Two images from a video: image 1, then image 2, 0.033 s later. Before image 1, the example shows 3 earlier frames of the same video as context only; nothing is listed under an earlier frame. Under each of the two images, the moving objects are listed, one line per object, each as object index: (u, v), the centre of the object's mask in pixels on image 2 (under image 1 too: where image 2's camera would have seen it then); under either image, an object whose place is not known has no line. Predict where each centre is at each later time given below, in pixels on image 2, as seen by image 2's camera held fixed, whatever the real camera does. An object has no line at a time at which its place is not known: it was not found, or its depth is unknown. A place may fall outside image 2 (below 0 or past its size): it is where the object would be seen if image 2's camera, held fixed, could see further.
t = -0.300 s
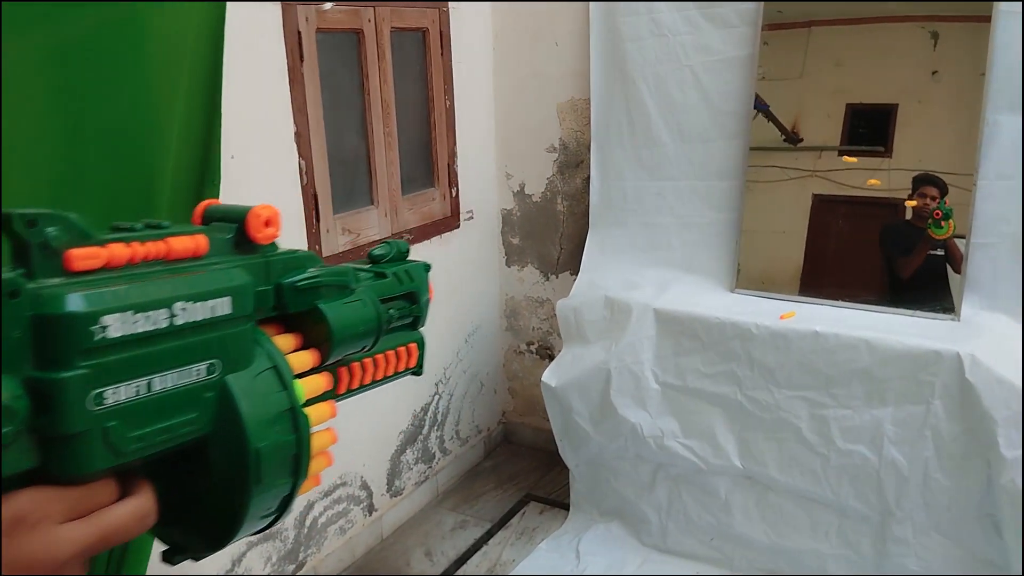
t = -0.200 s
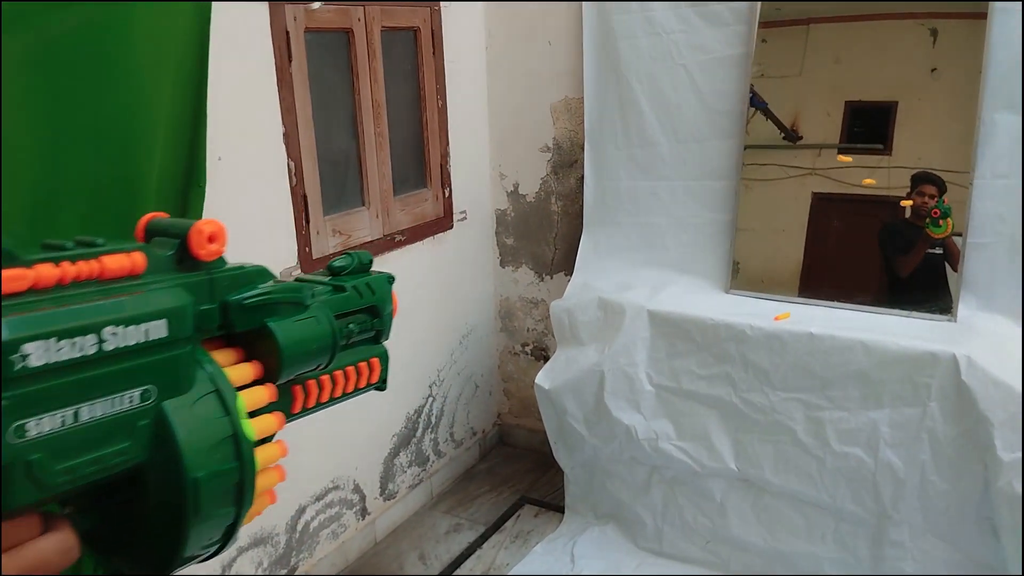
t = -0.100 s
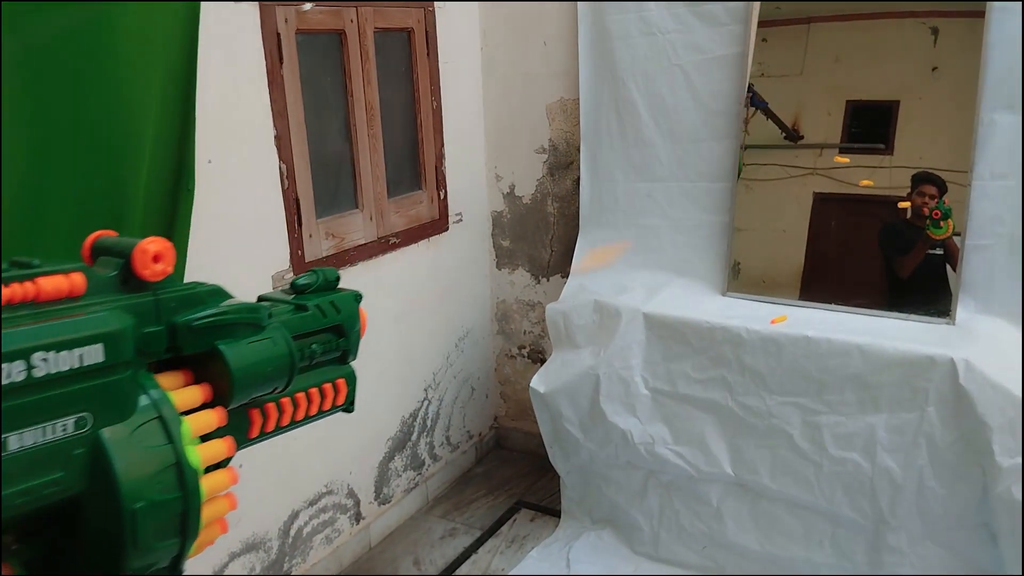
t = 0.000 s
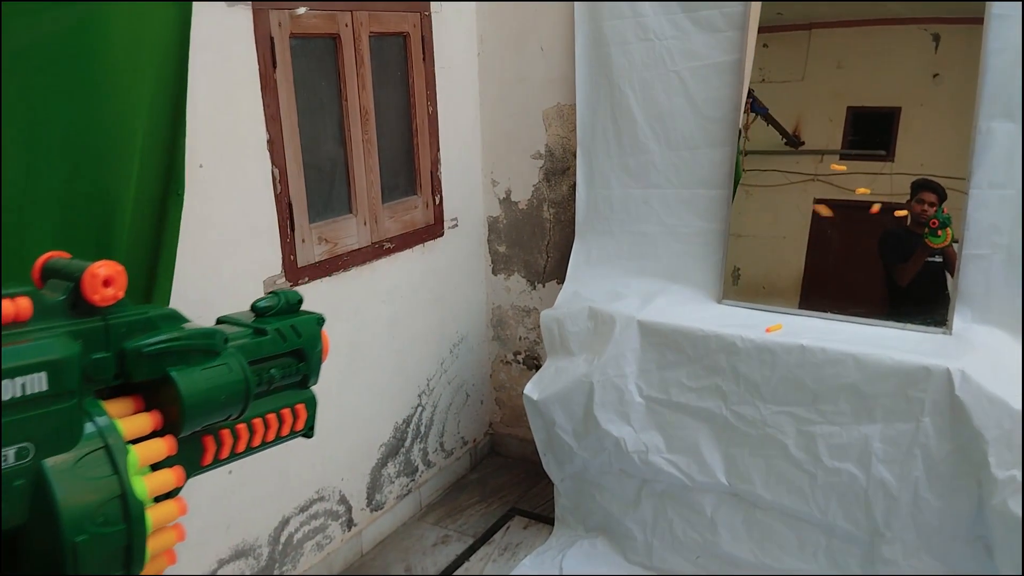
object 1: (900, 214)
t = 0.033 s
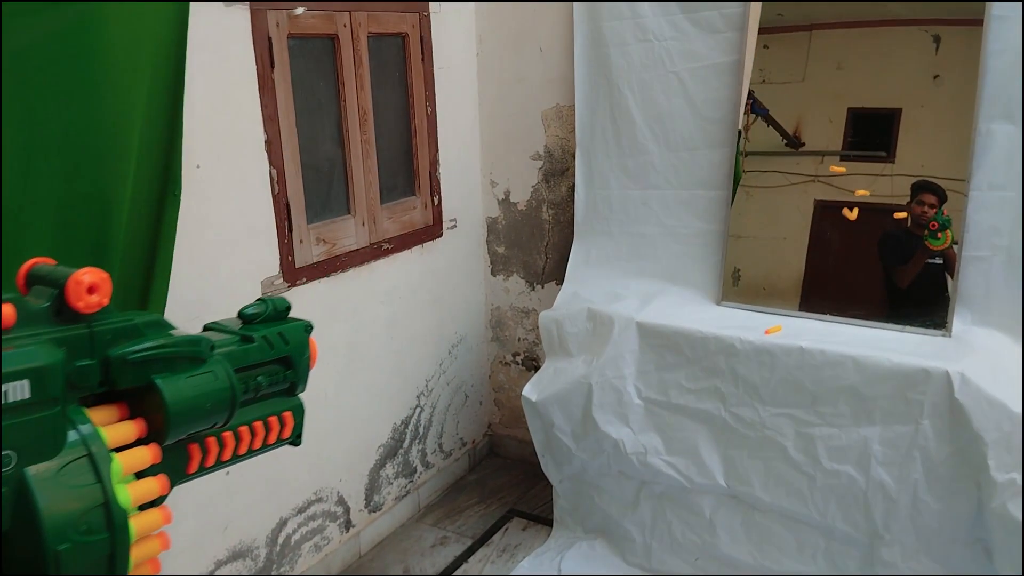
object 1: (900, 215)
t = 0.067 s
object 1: (900, 215)
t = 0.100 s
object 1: (900, 215)
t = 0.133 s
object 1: (900, 217)
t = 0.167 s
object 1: (899, 223)
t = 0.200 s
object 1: (896, 231)
